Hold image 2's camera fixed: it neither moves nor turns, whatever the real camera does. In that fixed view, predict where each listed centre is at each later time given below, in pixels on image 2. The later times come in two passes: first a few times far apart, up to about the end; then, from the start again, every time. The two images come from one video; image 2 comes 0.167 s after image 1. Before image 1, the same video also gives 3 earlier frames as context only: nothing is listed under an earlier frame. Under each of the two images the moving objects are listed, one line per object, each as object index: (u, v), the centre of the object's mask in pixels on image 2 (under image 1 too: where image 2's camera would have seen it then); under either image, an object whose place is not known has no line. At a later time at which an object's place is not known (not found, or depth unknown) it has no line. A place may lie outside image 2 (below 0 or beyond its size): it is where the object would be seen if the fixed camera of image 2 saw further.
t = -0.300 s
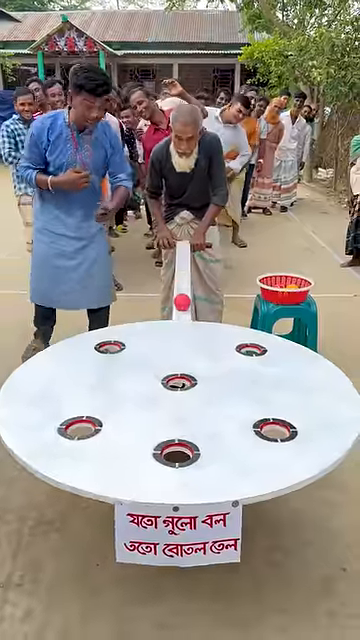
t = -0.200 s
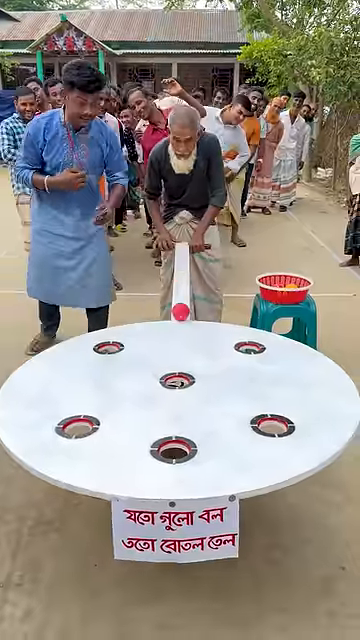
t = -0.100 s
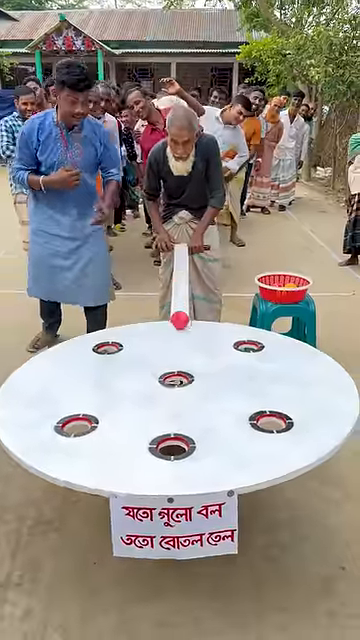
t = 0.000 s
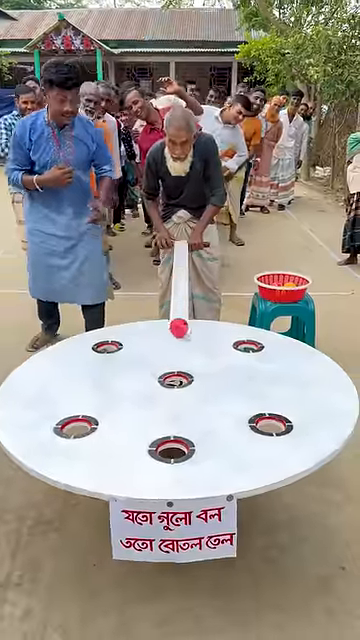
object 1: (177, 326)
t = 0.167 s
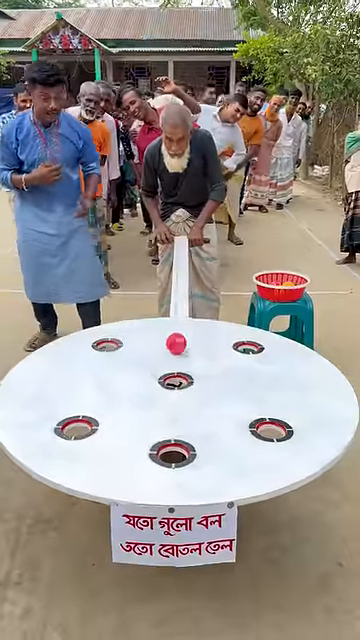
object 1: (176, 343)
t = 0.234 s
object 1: (175, 351)
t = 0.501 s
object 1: (192, 372)
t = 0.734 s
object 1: (232, 375)
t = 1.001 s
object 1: (273, 388)
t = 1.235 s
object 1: (301, 383)
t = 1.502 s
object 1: (319, 390)
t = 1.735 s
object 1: (323, 395)
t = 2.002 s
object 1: (310, 392)
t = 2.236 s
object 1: (285, 403)
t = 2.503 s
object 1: (285, 425)
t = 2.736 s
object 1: (281, 427)
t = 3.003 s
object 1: (273, 418)
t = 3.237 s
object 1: (274, 424)
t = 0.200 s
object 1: (176, 347)
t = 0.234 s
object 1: (175, 351)
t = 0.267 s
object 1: (175, 354)
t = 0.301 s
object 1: (174, 358)
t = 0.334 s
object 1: (174, 363)
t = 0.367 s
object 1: (173, 367)
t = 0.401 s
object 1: (174, 374)
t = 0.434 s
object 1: (181, 374)
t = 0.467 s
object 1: (186, 372)
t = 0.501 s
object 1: (192, 372)
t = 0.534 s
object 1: (198, 373)
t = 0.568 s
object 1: (203, 373)
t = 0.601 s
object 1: (209, 374)
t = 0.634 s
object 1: (215, 374)
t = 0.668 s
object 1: (221, 374)
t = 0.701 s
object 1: (227, 375)
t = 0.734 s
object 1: (232, 375)
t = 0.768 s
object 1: (237, 376)
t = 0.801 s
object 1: (243, 376)
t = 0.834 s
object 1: (248, 377)
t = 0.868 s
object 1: (253, 378)
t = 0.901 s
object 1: (258, 380)
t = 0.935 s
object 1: (263, 382)
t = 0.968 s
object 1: (268, 385)
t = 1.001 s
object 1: (273, 388)
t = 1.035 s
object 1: (277, 390)
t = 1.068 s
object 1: (281, 391)
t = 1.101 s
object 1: (285, 390)
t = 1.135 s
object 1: (290, 388)
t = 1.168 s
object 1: (294, 386)
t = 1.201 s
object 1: (298, 384)
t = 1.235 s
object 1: (301, 383)
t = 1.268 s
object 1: (304, 382)
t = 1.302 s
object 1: (307, 382)
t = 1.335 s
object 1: (310, 381)
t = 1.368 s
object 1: (313, 381)
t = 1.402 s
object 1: (315, 383)
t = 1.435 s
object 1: (317, 385)
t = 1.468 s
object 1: (318, 388)
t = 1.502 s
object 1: (319, 390)
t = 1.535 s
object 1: (321, 391)
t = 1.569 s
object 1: (322, 392)
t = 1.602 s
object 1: (323, 392)
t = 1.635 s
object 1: (323, 393)
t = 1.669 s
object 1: (323, 395)
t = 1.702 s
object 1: (323, 396)
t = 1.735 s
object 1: (323, 395)
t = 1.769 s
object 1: (323, 394)
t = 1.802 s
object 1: (322, 393)
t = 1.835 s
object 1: (321, 392)
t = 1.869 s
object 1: (319, 392)
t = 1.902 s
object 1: (317, 391)
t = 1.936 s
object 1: (315, 391)
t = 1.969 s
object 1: (313, 391)
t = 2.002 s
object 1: (310, 392)
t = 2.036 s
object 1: (307, 393)
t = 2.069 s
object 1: (304, 395)
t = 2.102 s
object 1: (301, 396)
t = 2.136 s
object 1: (297, 397)
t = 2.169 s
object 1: (293, 398)
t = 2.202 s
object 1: (289, 400)
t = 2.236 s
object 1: (285, 403)
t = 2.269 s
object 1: (280, 407)
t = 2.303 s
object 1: (275, 415)
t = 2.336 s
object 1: (277, 417)
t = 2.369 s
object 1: (282, 418)
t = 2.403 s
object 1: (284, 419)
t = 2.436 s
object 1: (286, 421)
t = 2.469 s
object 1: (286, 423)
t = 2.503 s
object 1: (285, 425)
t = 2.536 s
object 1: (282, 428)
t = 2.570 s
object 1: (283, 429)
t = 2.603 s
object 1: (284, 430)
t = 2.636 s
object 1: (284, 430)
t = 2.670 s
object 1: (283, 429)
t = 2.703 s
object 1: (283, 429)
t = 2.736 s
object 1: (281, 427)
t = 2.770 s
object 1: (280, 426)
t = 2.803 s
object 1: (278, 425)
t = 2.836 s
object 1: (277, 424)
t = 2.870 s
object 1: (276, 423)
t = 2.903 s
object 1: (275, 420)
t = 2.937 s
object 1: (275, 419)
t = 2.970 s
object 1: (274, 418)
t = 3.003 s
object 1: (273, 418)
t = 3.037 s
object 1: (272, 417)
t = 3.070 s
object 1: (272, 418)
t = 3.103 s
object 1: (272, 418)
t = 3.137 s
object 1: (272, 420)
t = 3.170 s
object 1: (273, 422)
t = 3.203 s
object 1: (273, 423)
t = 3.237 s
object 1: (274, 424)
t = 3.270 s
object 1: (276, 424)
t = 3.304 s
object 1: (278, 426)
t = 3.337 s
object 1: (279, 427)
